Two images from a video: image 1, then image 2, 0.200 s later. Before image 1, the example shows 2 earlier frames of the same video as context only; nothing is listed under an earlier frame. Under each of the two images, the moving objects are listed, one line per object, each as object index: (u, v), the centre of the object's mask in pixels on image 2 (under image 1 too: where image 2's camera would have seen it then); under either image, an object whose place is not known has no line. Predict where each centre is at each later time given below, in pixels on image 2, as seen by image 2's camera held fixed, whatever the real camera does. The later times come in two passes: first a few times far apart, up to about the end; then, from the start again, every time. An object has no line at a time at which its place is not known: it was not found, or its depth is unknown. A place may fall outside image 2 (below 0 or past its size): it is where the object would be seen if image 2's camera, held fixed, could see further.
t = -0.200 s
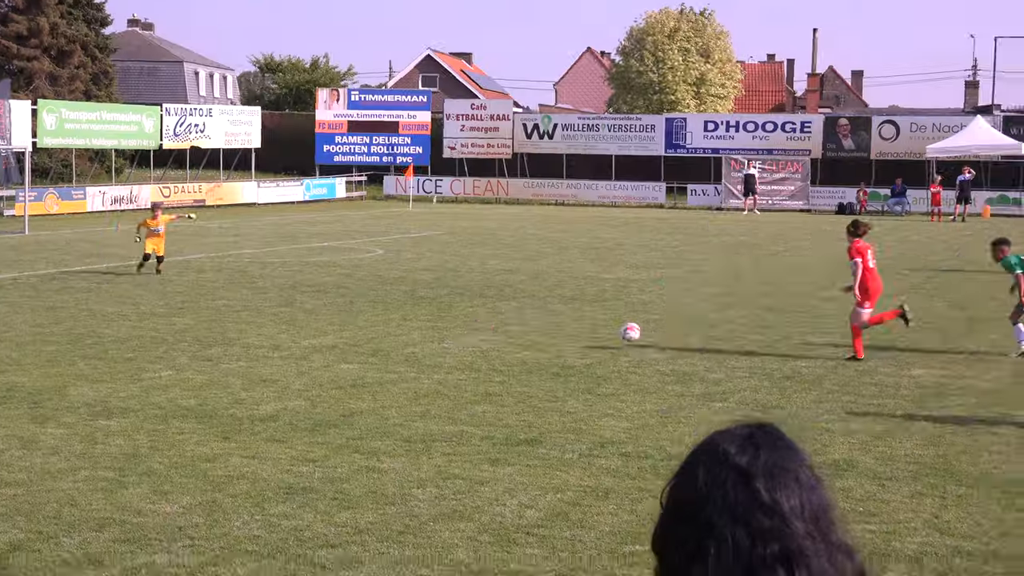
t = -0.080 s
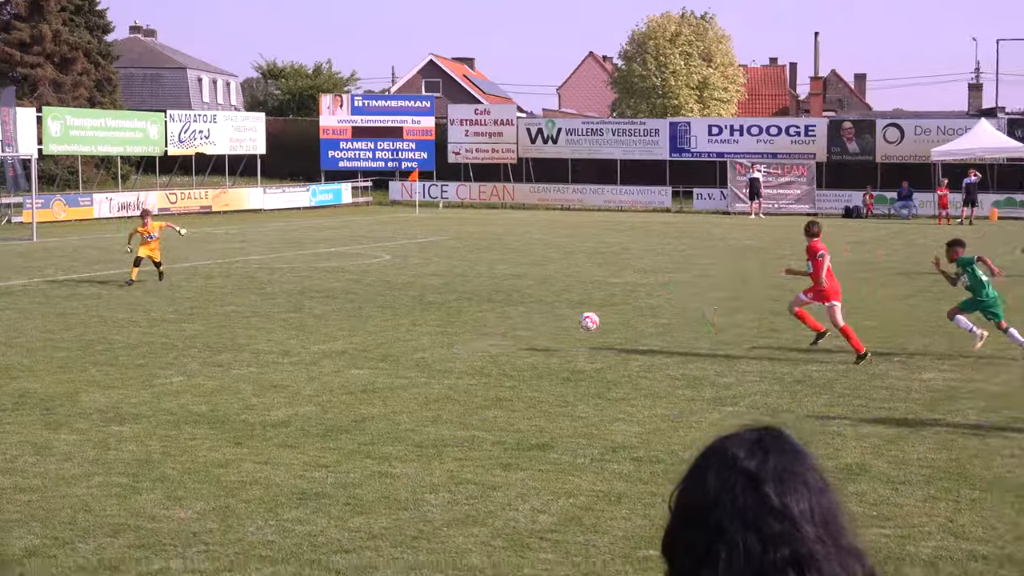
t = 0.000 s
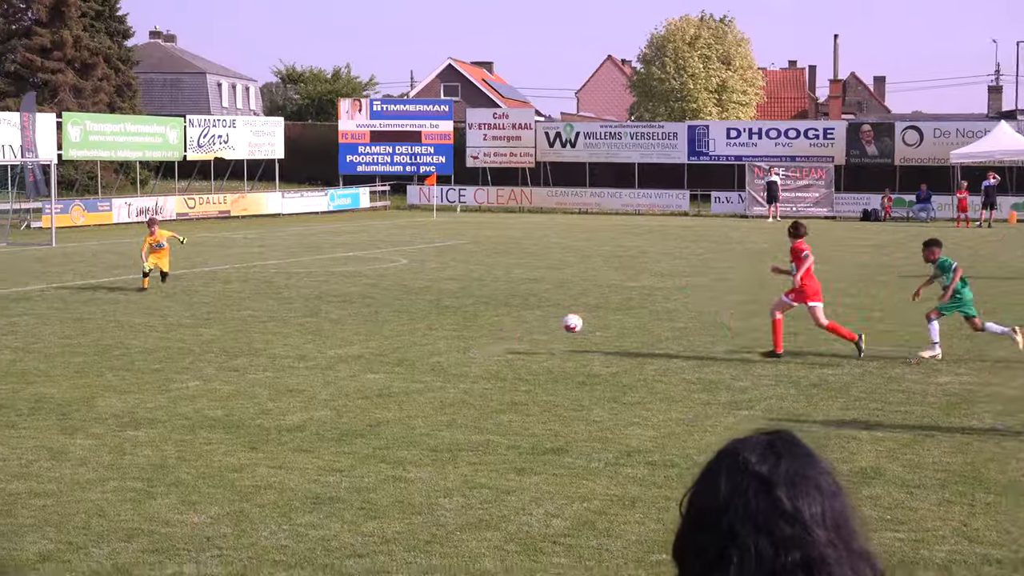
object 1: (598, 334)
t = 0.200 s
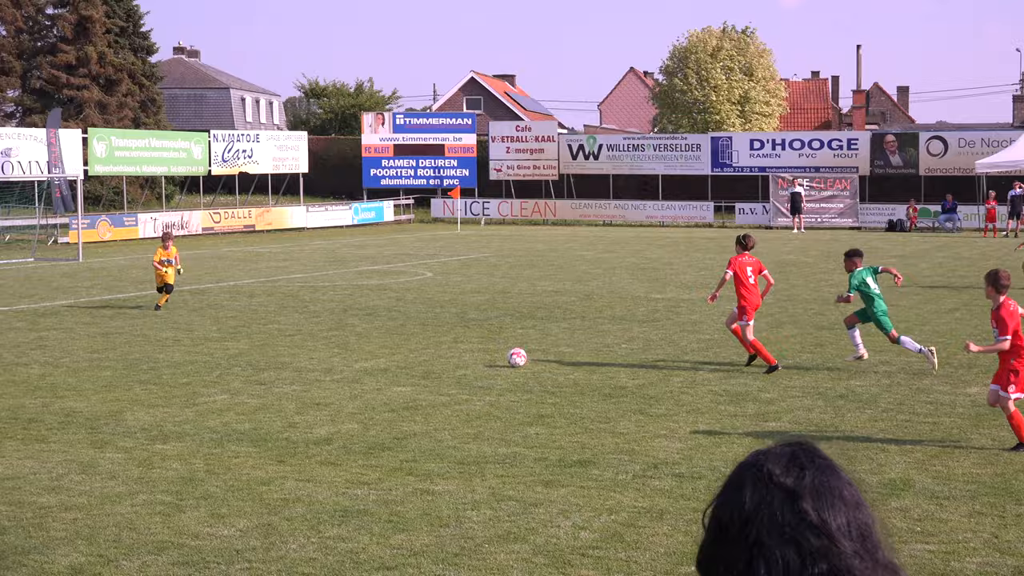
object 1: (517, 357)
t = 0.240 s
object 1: (502, 357)
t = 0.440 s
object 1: (427, 348)
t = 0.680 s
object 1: (343, 350)
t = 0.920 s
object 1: (265, 347)
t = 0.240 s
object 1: (502, 357)
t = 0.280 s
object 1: (486, 352)
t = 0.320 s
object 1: (472, 349)
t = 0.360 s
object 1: (457, 347)
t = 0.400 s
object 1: (442, 346)
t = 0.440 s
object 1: (427, 348)
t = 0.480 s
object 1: (413, 351)
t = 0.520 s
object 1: (398, 355)
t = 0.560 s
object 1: (384, 356)
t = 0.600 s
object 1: (370, 353)
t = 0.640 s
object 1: (357, 350)
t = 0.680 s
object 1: (343, 350)
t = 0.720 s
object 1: (330, 352)
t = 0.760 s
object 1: (315, 354)
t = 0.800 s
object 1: (303, 356)
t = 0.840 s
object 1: (290, 353)
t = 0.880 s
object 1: (277, 349)
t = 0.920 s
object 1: (265, 347)
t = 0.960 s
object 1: (253, 348)
